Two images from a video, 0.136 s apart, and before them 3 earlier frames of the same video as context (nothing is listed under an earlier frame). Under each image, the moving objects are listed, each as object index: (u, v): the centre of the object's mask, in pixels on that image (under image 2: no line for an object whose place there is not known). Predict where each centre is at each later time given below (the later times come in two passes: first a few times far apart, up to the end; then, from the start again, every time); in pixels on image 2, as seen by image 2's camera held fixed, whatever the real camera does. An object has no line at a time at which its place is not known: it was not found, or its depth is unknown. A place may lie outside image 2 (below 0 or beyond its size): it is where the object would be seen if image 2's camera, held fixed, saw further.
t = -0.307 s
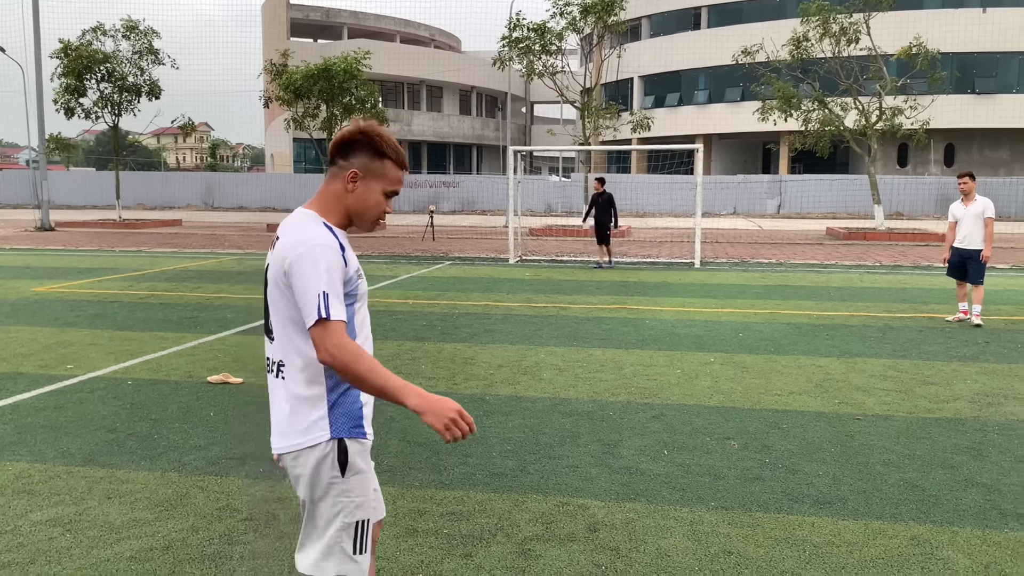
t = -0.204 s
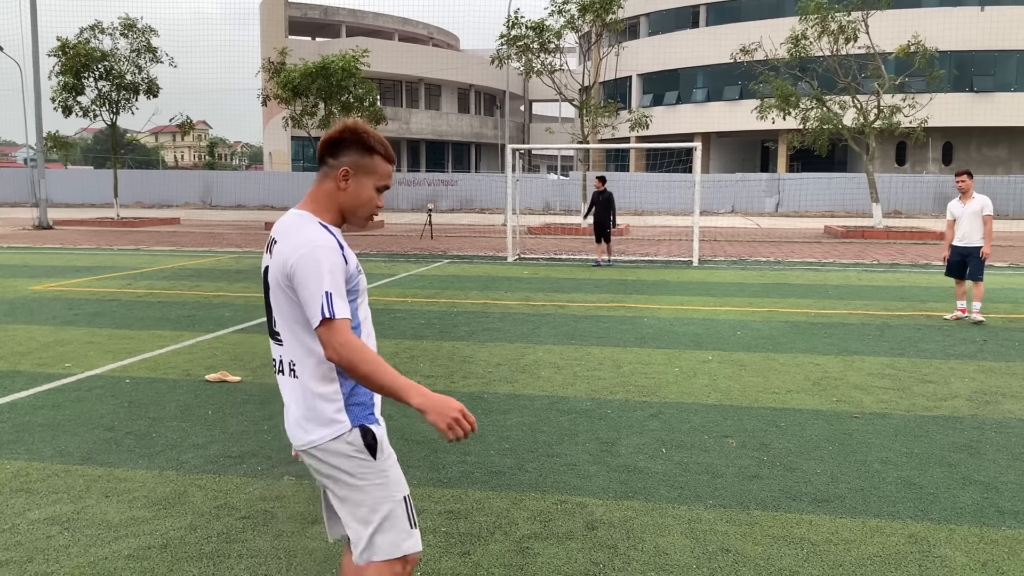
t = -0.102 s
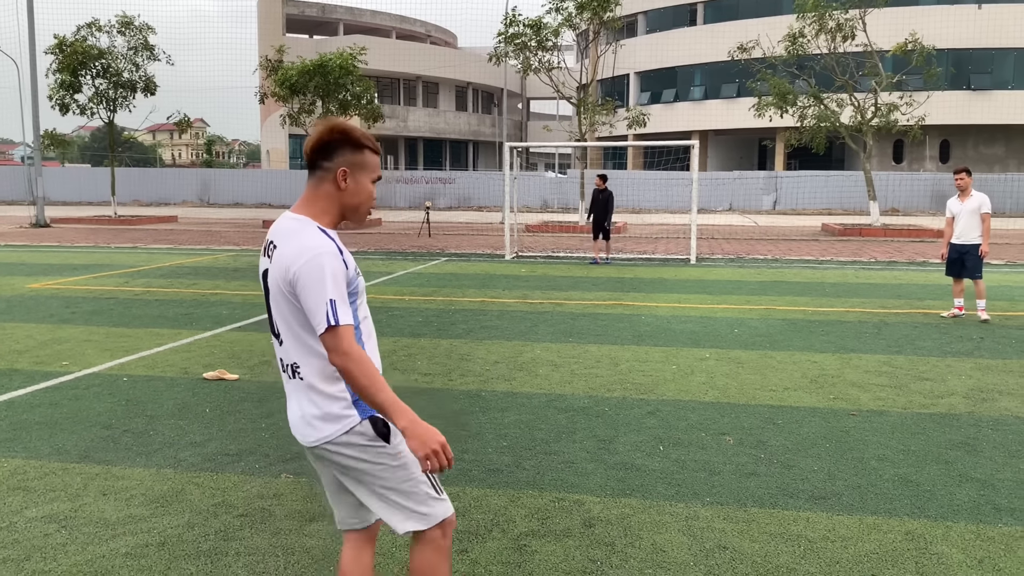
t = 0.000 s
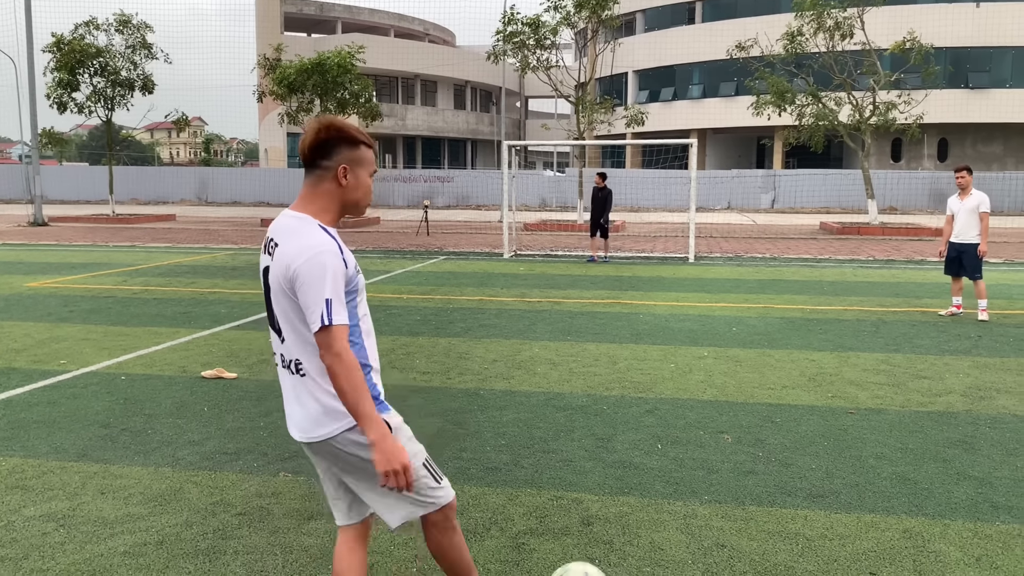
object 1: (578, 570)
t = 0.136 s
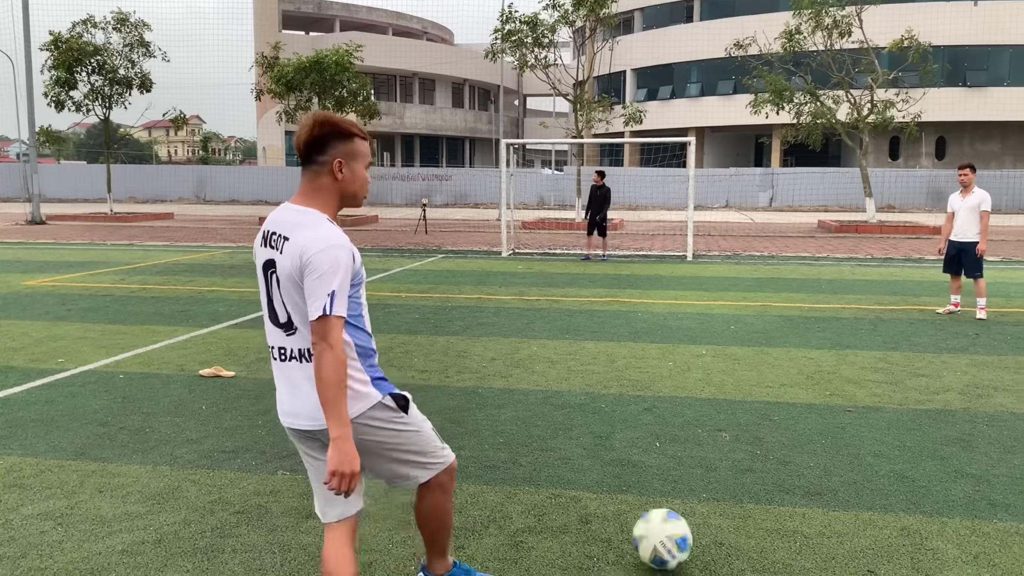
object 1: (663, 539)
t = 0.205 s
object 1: (691, 519)
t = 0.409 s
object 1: (754, 477)
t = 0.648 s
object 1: (804, 440)
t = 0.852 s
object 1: (836, 415)
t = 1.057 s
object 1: (861, 396)
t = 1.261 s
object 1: (880, 378)
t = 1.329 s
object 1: (886, 373)
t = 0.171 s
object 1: (678, 530)
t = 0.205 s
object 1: (691, 519)
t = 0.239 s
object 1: (704, 511)
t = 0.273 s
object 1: (715, 503)
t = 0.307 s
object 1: (726, 496)
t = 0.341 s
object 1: (736, 489)
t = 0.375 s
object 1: (745, 482)
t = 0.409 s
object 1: (754, 477)
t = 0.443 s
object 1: (762, 470)
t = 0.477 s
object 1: (770, 465)
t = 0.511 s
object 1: (778, 460)
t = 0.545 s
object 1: (785, 455)
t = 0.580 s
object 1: (792, 450)
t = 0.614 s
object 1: (799, 445)
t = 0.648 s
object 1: (804, 440)
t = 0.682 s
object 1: (811, 436)
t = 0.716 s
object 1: (816, 431)
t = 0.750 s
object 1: (821, 427)
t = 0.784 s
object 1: (827, 423)
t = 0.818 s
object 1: (832, 419)
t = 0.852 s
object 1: (836, 415)
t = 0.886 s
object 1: (841, 412)
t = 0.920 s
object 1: (845, 407)
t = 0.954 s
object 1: (849, 405)
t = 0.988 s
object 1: (854, 402)
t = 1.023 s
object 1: (857, 398)
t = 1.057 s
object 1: (861, 396)
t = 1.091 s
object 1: (865, 392)
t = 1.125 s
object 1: (868, 389)
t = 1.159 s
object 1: (872, 387)
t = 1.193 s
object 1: (874, 384)
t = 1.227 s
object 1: (877, 381)
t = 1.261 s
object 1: (880, 378)
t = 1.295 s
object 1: (883, 376)
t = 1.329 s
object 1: (886, 373)
